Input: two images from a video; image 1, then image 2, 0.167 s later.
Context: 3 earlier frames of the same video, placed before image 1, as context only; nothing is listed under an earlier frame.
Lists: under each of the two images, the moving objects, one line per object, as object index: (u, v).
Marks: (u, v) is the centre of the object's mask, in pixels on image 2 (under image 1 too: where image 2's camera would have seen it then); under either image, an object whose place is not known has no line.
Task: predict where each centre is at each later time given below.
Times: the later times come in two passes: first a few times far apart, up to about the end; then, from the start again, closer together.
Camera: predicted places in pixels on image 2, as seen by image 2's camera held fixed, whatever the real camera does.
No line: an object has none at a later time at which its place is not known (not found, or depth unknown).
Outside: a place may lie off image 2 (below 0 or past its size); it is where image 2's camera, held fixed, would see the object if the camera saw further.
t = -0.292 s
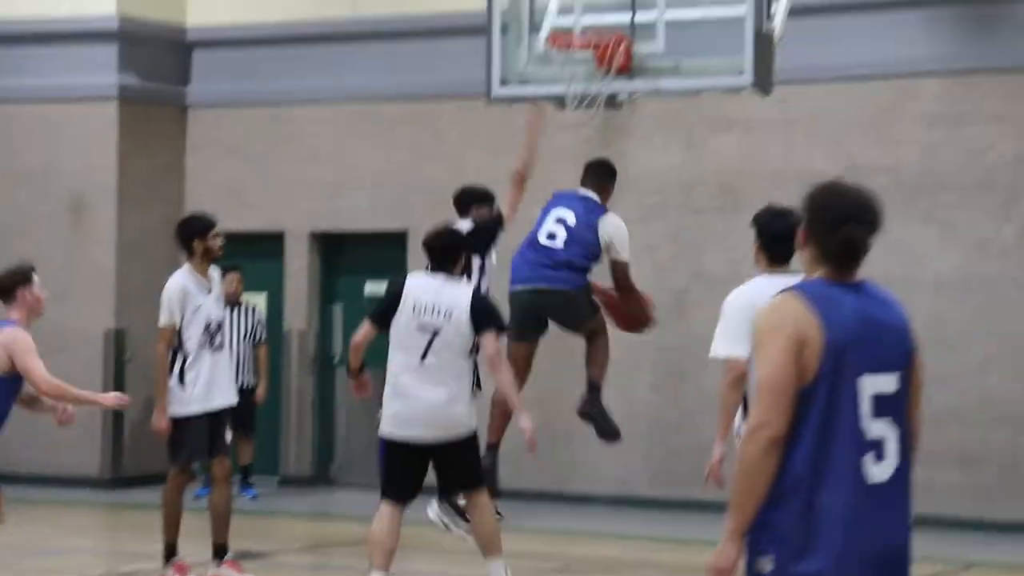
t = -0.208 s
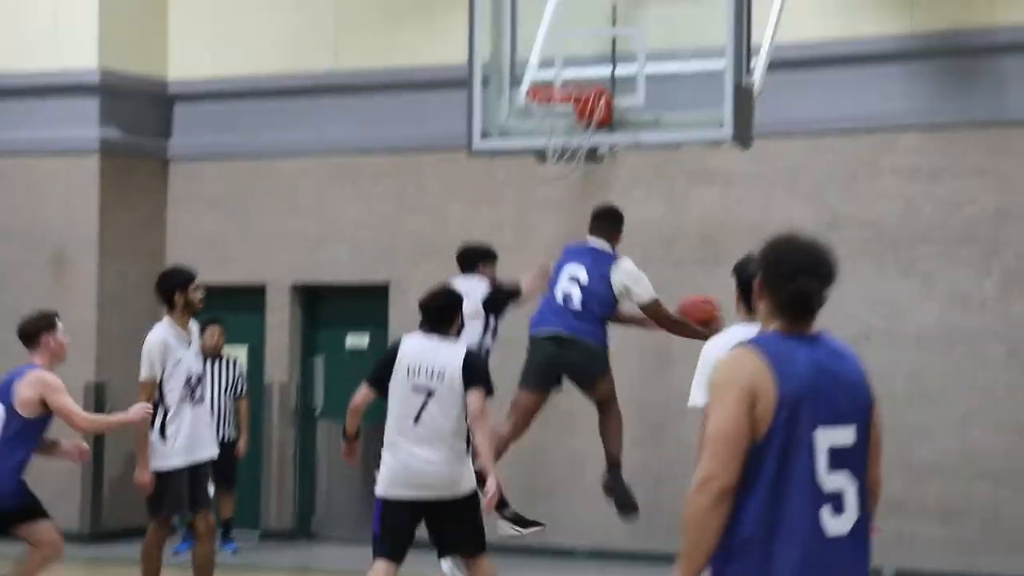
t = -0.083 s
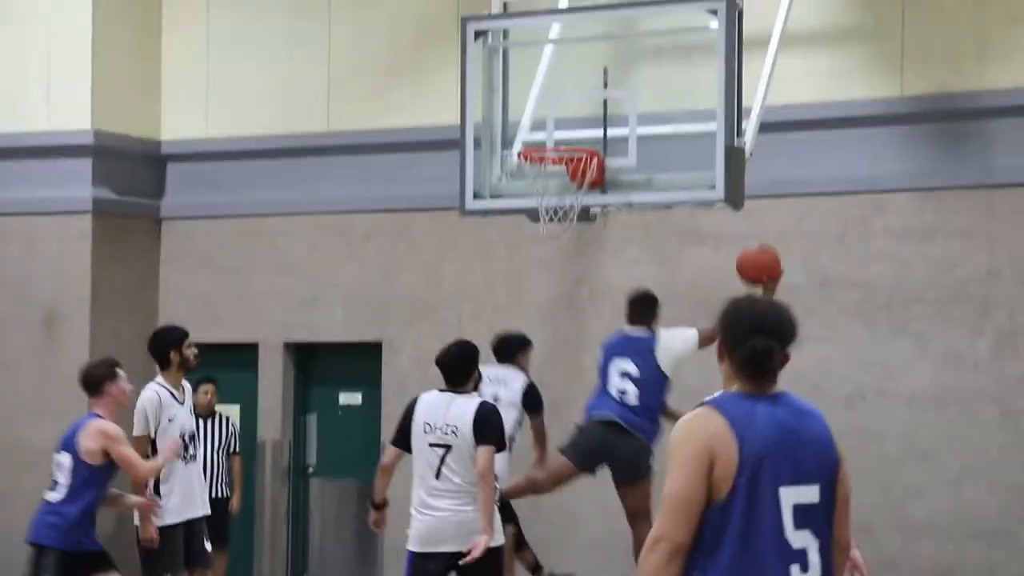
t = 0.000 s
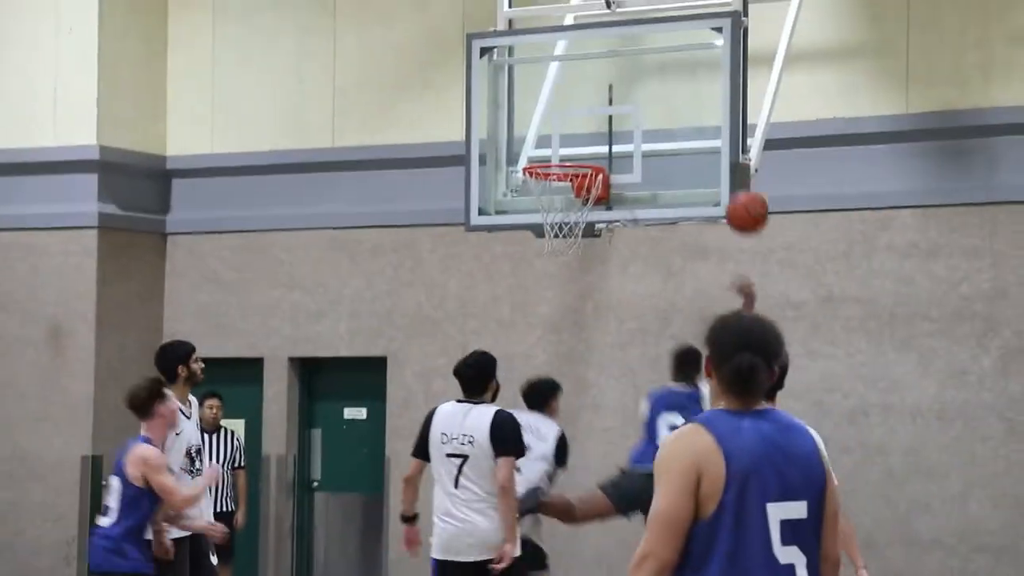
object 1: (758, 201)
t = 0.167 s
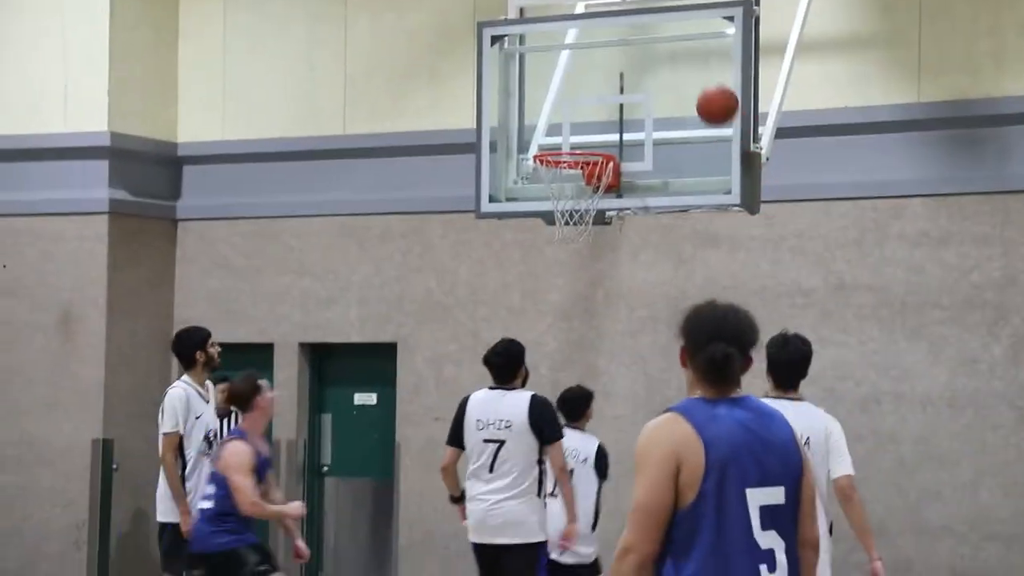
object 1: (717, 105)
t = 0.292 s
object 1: (688, 66)
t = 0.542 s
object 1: (627, 66)
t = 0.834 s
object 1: (568, 181)
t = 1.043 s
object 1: (570, 294)
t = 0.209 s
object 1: (707, 89)
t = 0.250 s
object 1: (698, 76)
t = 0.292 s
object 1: (688, 66)
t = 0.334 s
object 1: (679, 59)
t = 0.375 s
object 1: (670, 55)
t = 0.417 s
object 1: (659, 54)
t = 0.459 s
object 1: (649, 55)
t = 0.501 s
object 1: (638, 59)
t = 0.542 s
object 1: (627, 66)
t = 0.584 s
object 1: (616, 77)
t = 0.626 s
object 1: (606, 90)
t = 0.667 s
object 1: (595, 105)
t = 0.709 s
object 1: (584, 124)
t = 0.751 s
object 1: (572, 139)
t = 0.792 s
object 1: (566, 165)
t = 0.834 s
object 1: (568, 181)
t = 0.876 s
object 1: (567, 201)
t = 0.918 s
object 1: (568, 223)
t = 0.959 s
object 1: (568, 246)
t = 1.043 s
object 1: (570, 294)
